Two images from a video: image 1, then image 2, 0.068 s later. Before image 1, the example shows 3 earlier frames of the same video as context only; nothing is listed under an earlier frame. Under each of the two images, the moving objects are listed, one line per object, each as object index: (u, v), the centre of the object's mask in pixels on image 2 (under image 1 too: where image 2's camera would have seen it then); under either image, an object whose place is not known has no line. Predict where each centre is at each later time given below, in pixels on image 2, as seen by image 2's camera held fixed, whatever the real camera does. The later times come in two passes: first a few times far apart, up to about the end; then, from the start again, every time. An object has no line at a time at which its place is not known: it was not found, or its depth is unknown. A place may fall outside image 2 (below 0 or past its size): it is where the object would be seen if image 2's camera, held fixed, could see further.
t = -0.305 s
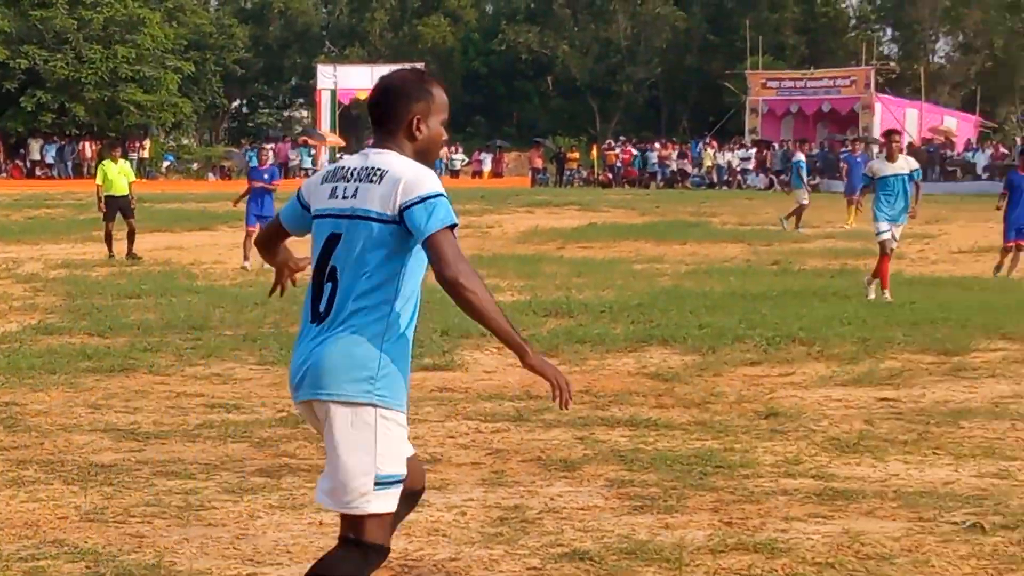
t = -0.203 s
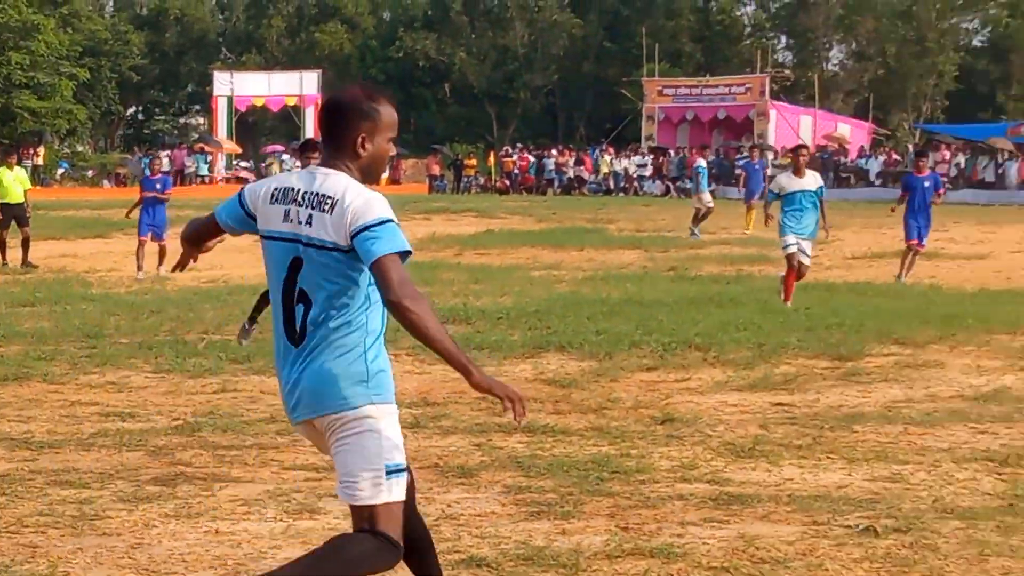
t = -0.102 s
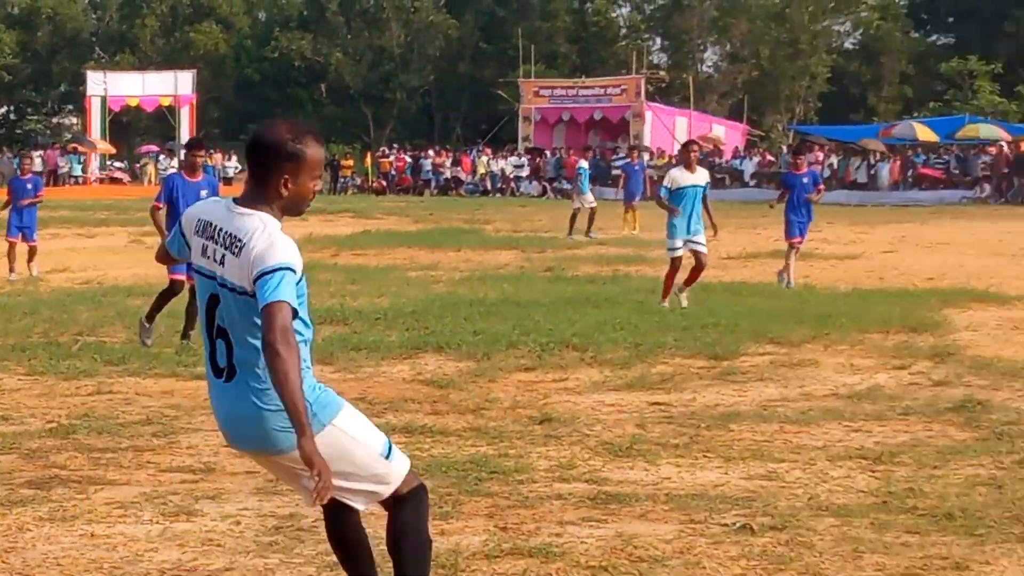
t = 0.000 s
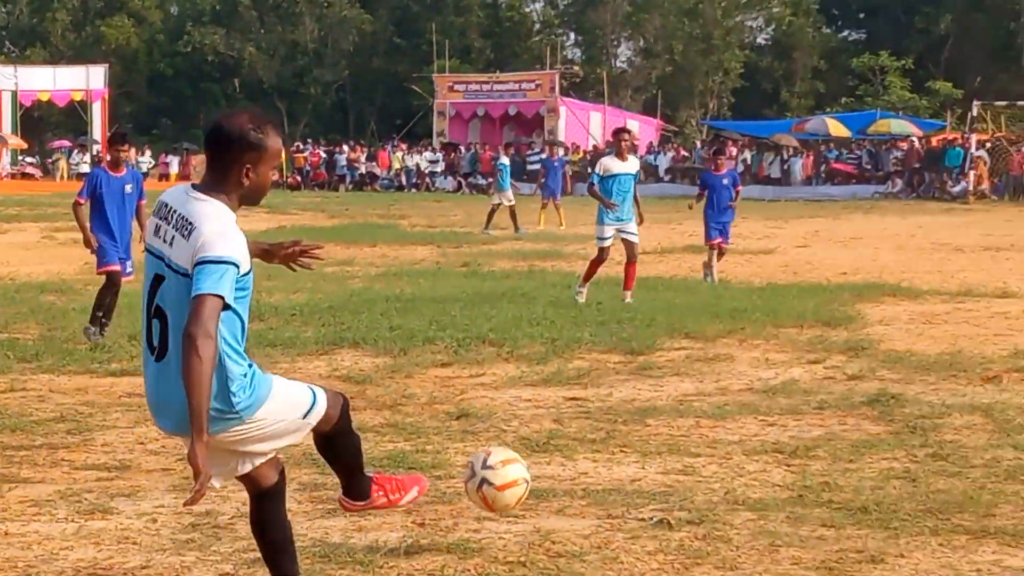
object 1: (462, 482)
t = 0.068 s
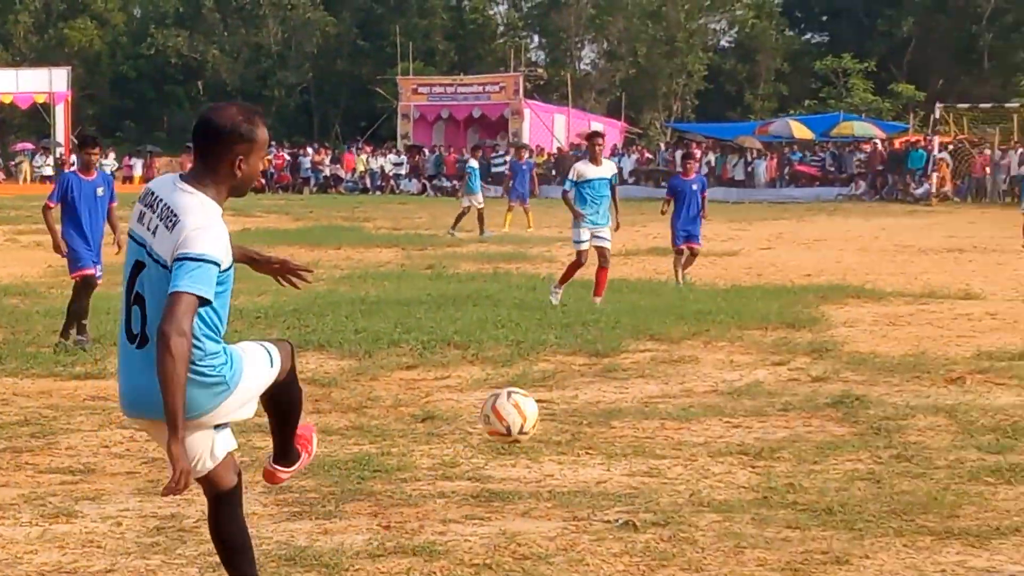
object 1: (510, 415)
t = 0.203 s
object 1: (570, 358)
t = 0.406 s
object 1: (619, 374)
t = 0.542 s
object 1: (633, 316)
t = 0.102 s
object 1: (527, 393)
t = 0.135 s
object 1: (543, 378)
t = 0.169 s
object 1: (557, 366)
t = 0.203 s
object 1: (570, 358)
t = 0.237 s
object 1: (582, 355)
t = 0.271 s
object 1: (592, 354)
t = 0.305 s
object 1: (600, 356)
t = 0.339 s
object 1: (609, 361)
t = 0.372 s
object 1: (615, 368)
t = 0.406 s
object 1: (619, 374)
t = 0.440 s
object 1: (623, 357)
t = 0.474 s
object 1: (627, 341)
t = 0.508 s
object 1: (630, 326)
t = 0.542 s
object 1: (633, 316)
